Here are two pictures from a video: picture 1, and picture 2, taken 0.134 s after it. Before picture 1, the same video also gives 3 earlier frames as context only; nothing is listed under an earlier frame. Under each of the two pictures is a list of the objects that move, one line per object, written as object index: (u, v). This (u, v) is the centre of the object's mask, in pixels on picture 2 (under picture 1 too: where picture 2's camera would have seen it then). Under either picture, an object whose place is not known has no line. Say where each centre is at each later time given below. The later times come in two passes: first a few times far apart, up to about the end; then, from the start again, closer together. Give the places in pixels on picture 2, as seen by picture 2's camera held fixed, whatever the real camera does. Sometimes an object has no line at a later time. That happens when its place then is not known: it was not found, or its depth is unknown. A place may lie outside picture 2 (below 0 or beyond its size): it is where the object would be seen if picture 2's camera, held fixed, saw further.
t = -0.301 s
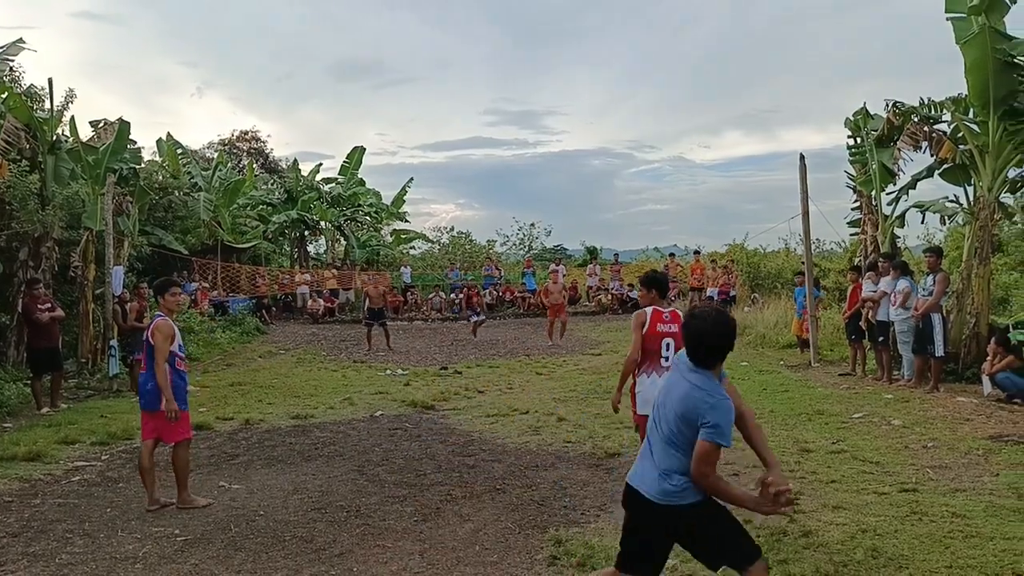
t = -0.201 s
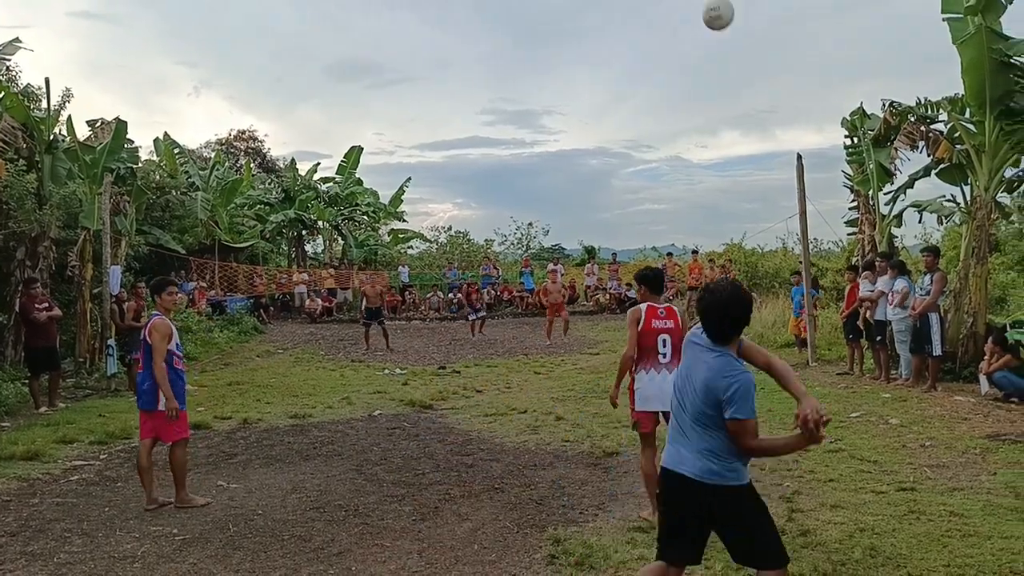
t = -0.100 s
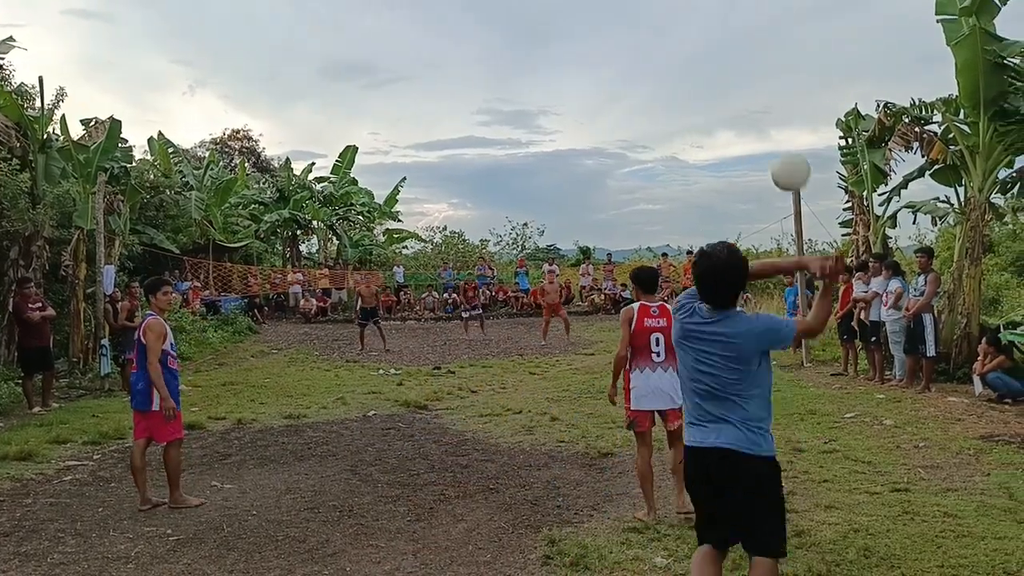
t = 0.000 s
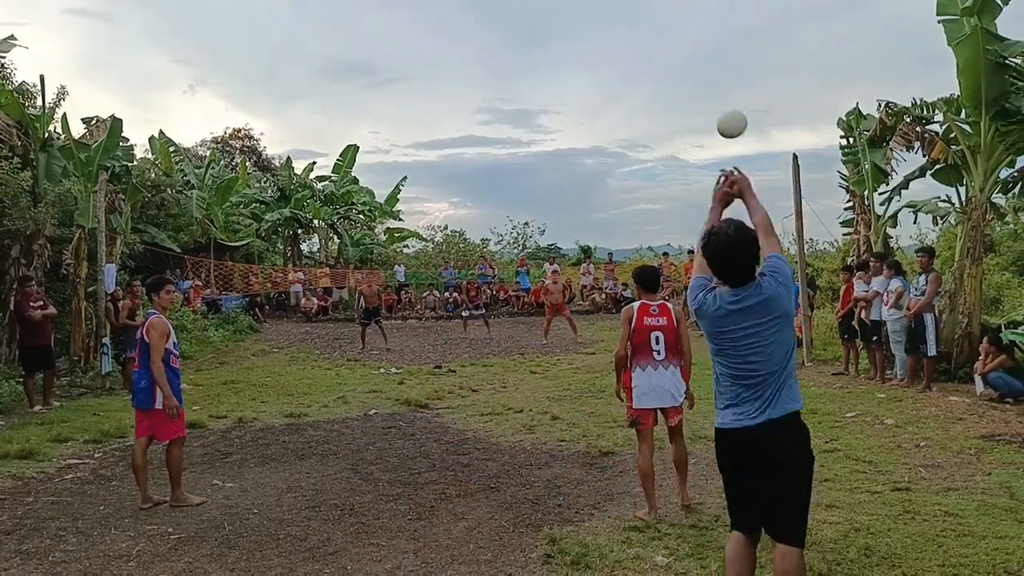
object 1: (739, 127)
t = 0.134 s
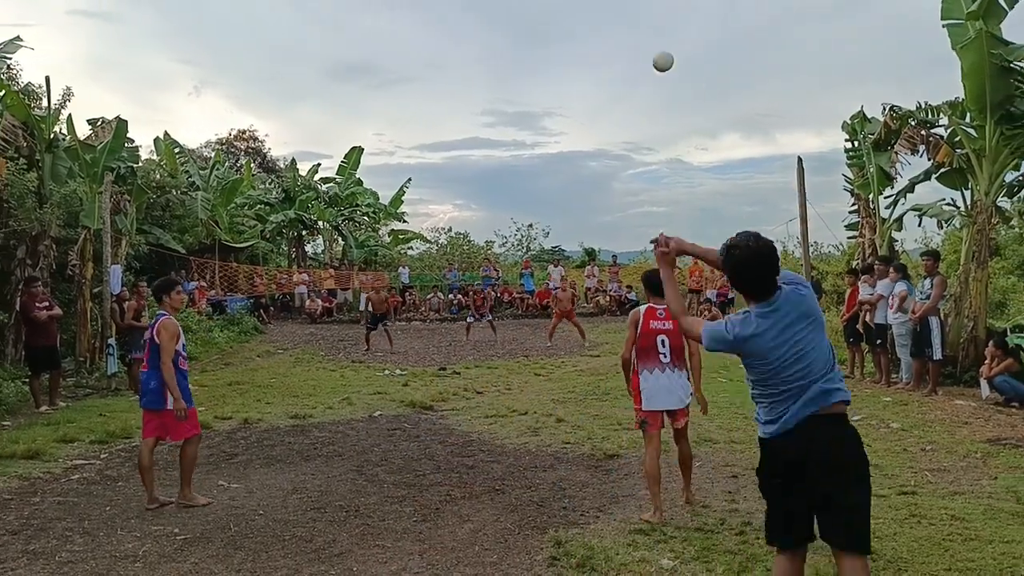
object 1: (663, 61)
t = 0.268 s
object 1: (628, 51)
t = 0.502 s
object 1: (599, 83)
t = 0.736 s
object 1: (588, 142)
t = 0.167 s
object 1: (653, 55)
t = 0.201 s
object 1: (643, 51)
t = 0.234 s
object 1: (635, 51)
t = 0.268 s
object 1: (628, 51)
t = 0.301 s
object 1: (622, 52)
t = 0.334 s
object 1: (617, 55)
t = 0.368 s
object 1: (612, 59)
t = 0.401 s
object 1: (608, 65)
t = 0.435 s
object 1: (604, 70)
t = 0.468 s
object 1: (602, 76)
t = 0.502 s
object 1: (599, 83)
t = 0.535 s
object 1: (597, 91)
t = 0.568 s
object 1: (595, 99)
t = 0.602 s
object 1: (593, 107)
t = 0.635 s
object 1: (591, 115)
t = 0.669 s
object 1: (590, 124)
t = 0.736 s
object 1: (588, 142)
